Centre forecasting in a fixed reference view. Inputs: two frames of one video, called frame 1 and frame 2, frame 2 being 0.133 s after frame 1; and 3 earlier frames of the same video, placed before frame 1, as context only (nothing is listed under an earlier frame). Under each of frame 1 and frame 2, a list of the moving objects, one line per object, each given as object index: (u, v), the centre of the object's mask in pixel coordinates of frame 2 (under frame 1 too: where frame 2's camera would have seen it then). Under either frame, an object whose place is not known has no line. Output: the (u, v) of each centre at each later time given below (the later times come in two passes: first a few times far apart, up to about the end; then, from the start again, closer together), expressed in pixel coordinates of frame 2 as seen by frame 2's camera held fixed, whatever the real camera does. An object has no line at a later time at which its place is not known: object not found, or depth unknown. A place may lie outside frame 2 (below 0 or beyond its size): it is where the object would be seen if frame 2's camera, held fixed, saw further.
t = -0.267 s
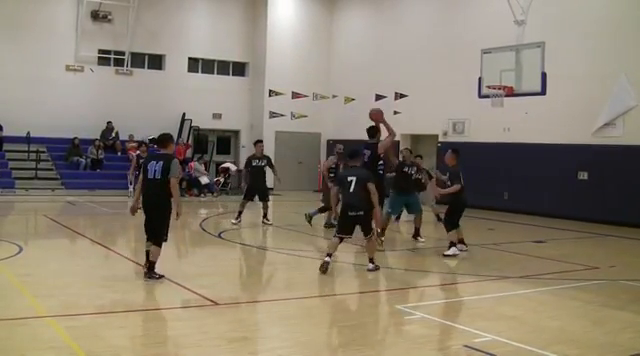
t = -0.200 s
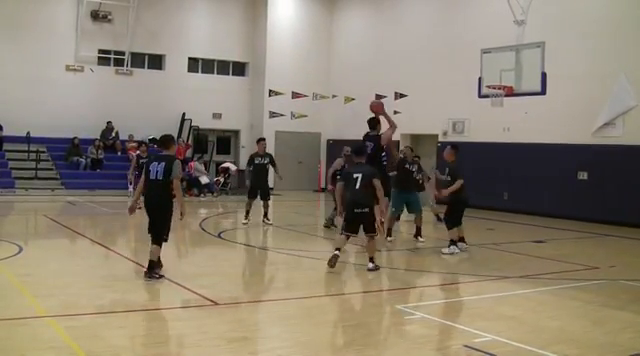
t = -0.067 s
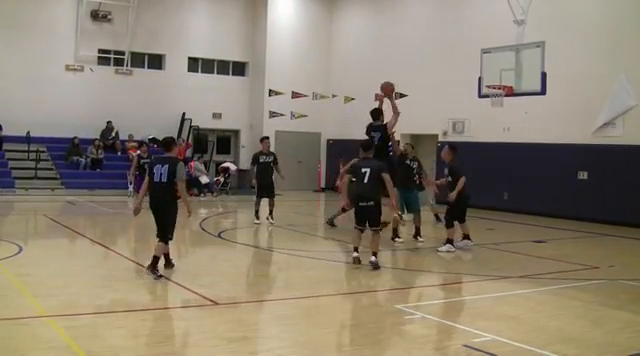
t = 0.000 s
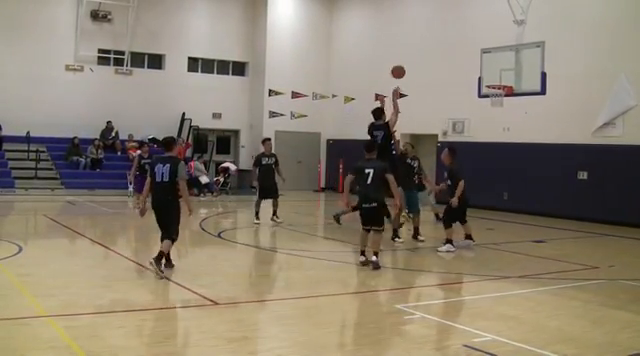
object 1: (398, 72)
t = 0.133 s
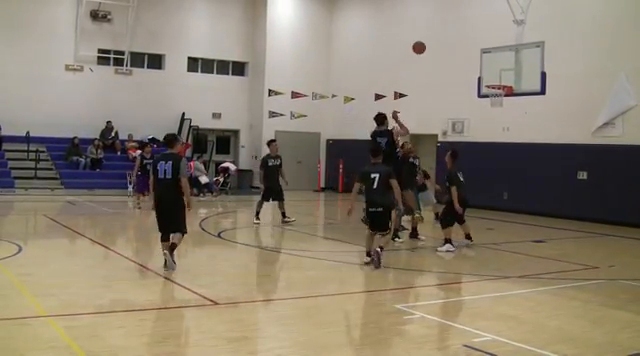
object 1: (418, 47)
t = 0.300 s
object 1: (442, 32)
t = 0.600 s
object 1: (478, 42)
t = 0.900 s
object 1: (501, 79)
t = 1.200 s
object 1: (485, 77)
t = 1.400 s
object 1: (473, 85)
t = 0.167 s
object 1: (424, 43)
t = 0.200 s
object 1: (428, 39)
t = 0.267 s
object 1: (438, 34)
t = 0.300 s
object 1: (442, 32)
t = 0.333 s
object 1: (447, 31)
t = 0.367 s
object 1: (451, 31)
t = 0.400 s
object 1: (455, 31)
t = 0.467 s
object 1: (463, 32)
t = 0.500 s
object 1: (467, 34)
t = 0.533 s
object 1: (471, 36)
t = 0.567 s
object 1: (475, 39)
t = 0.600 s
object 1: (478, 42)
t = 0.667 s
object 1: (485, 49)
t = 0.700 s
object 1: (488, 53)
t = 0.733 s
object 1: (492, 58)
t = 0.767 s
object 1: (495, 64)
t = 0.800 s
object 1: (498, 70)
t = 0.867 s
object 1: (503, 81)
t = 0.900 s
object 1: (501, 79)
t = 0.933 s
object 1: (500, 76)
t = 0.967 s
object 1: (498, 75)
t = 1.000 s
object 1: (496, 73)
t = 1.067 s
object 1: (493, 73)
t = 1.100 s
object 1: (491, 73)
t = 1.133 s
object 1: (489, 74)
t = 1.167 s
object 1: (487, 75)
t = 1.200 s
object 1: (485, 77)
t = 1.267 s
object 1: (481, 81)
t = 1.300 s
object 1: (479, 81)
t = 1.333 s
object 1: (477, 82)
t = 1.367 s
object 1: (475, 83)
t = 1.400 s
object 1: (473, 85)
